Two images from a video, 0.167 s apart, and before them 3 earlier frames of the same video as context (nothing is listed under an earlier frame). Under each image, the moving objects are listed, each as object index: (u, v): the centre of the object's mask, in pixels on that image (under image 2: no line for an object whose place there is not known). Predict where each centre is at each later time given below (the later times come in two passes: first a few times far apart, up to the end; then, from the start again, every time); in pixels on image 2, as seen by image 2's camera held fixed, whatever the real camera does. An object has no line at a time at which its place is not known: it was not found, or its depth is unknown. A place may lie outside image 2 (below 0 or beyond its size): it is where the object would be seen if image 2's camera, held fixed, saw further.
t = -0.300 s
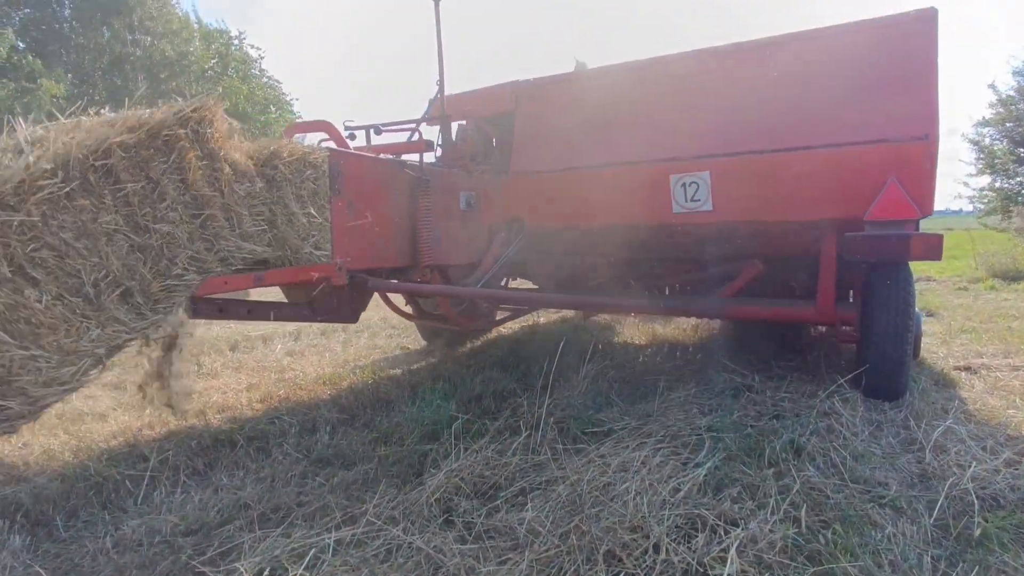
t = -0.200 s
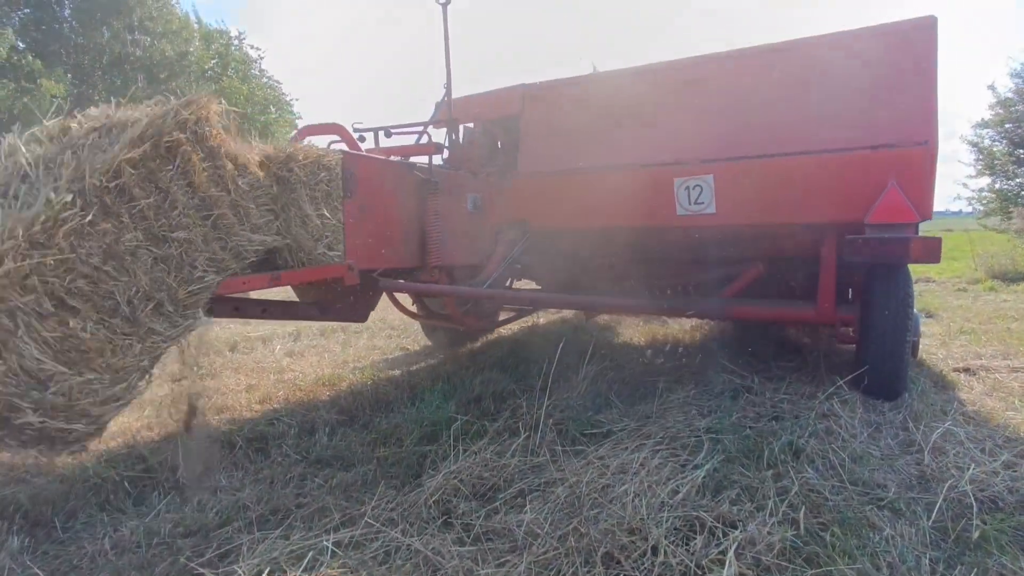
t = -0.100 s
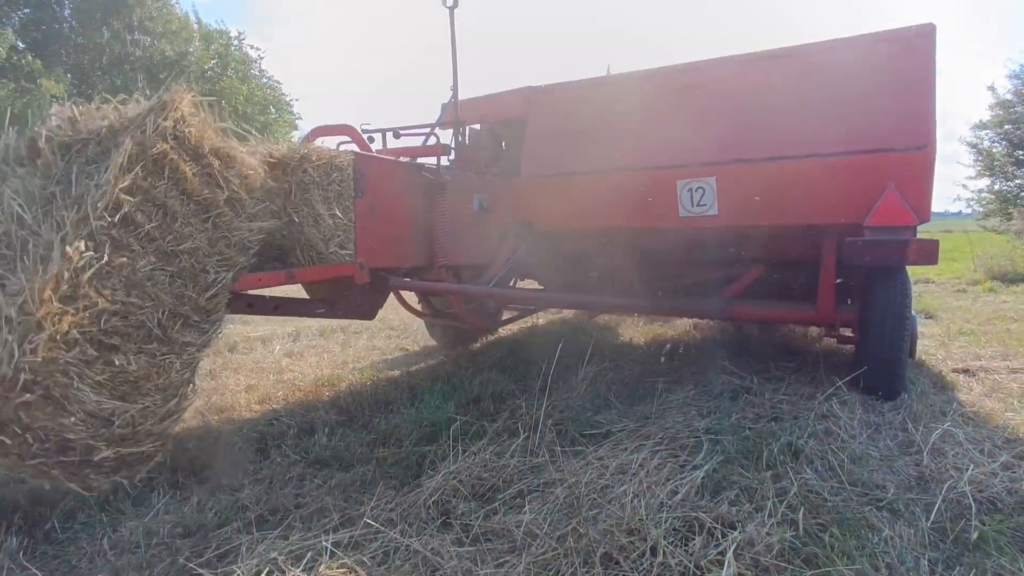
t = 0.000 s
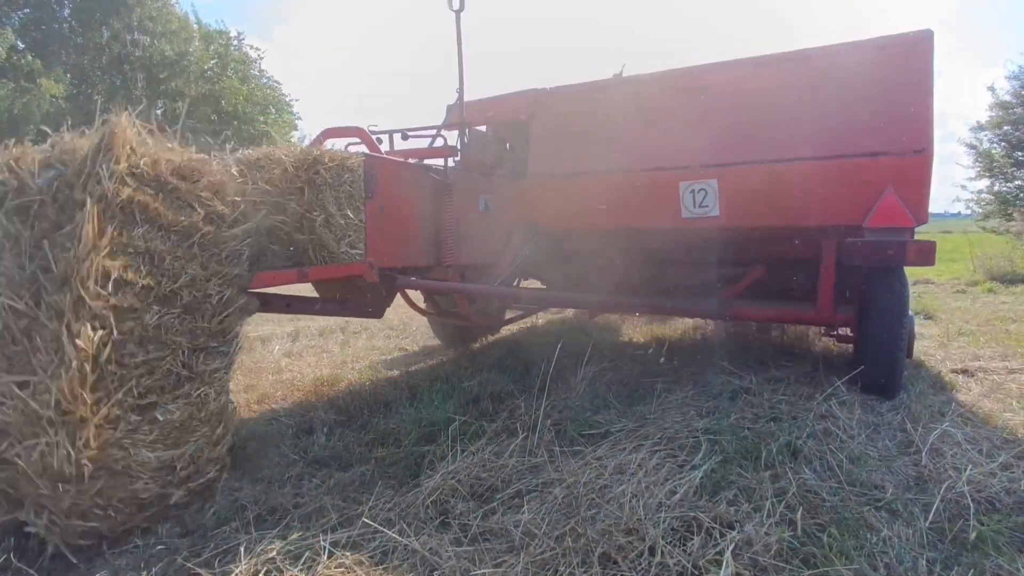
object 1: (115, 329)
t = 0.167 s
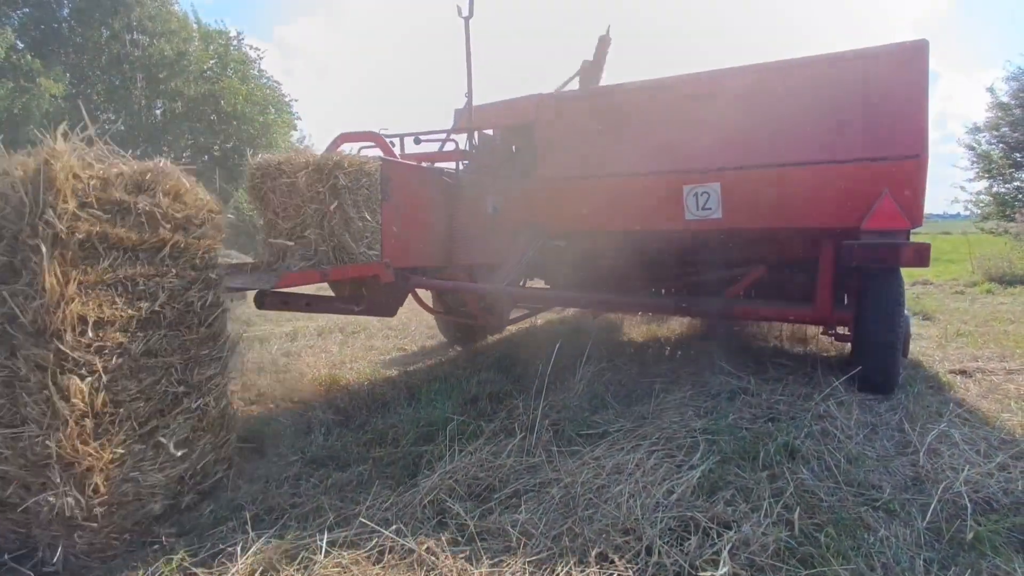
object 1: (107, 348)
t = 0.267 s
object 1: (103, 355)
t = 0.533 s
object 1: (103, 366)
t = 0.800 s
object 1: (109, 364)
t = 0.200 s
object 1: (106, 346)
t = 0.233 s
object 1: (105, 349)
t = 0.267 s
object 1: (103, 355)
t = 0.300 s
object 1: (103, 357)
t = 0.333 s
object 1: (103, 363)
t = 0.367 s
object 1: (102, 365)
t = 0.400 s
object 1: (102, 364)
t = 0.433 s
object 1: (103, 363)
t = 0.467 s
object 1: (102, 365)
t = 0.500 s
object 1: (102, 366)
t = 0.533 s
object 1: (103, 366)
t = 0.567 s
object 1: (103, 367)
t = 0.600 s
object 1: (103, 367)
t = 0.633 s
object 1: (104, 366)
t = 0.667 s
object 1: (105, 366)
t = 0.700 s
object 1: (106, 365)
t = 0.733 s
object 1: (106, 363)
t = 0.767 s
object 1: (108, 363)
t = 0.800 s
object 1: (109, 364)
